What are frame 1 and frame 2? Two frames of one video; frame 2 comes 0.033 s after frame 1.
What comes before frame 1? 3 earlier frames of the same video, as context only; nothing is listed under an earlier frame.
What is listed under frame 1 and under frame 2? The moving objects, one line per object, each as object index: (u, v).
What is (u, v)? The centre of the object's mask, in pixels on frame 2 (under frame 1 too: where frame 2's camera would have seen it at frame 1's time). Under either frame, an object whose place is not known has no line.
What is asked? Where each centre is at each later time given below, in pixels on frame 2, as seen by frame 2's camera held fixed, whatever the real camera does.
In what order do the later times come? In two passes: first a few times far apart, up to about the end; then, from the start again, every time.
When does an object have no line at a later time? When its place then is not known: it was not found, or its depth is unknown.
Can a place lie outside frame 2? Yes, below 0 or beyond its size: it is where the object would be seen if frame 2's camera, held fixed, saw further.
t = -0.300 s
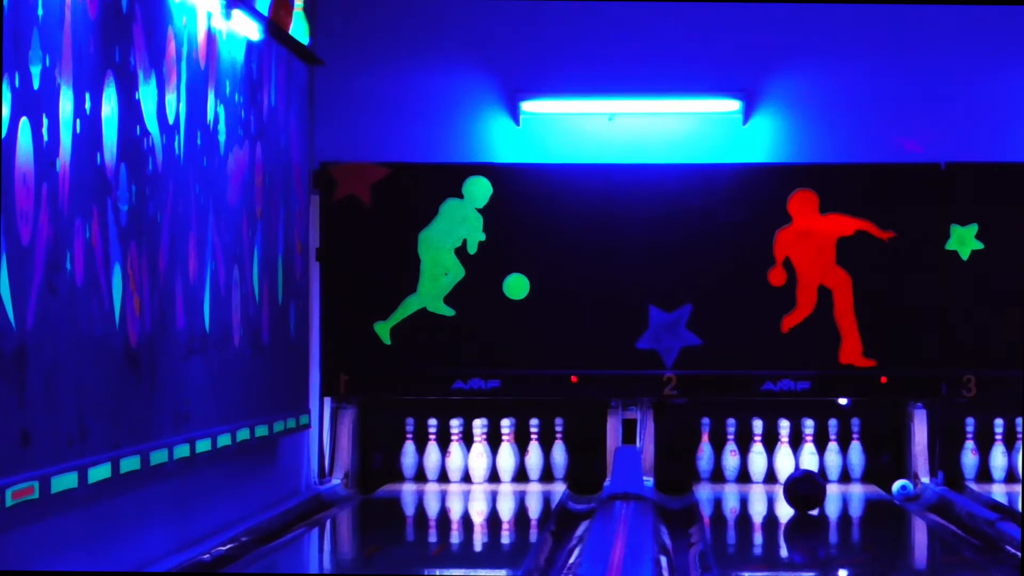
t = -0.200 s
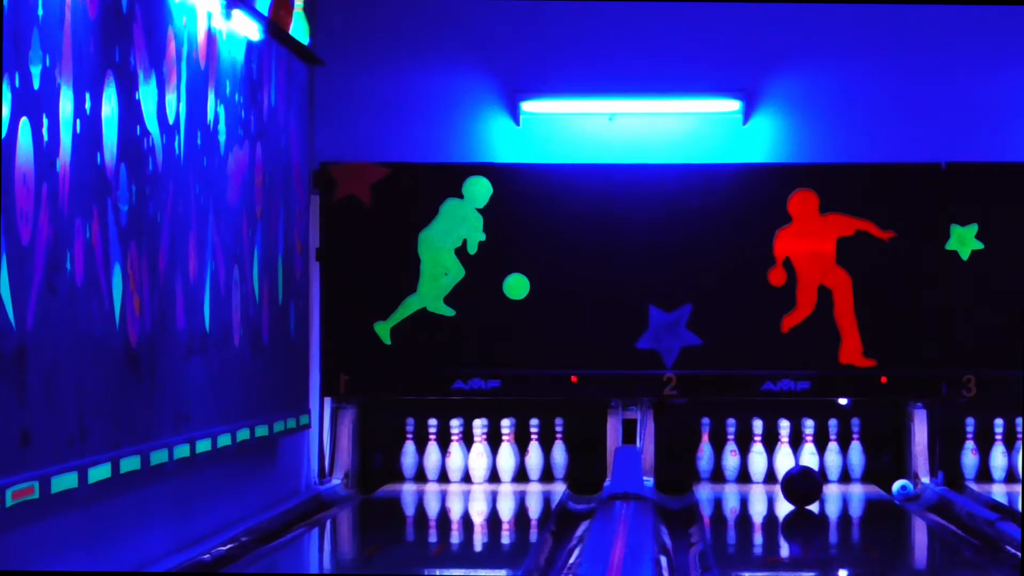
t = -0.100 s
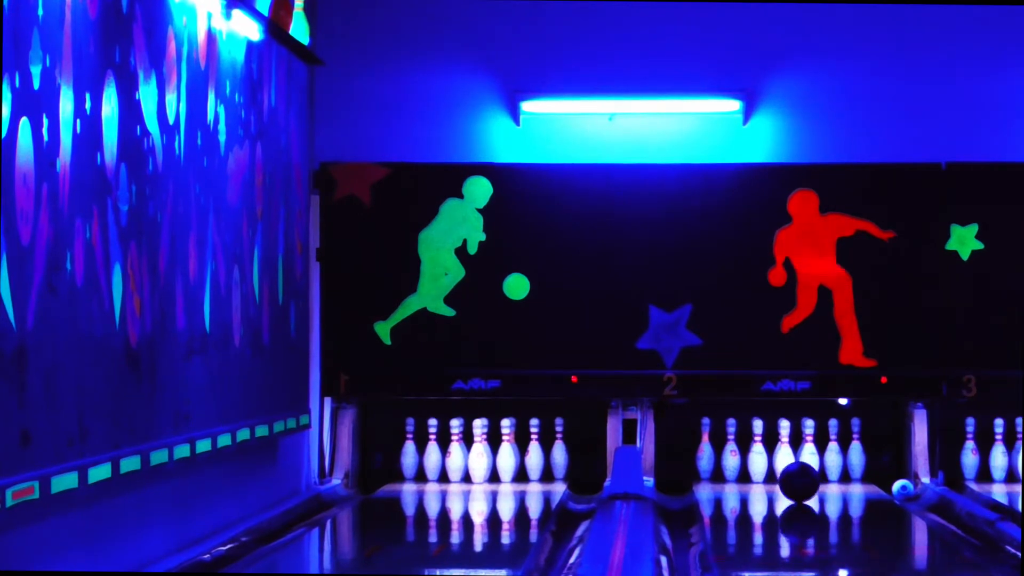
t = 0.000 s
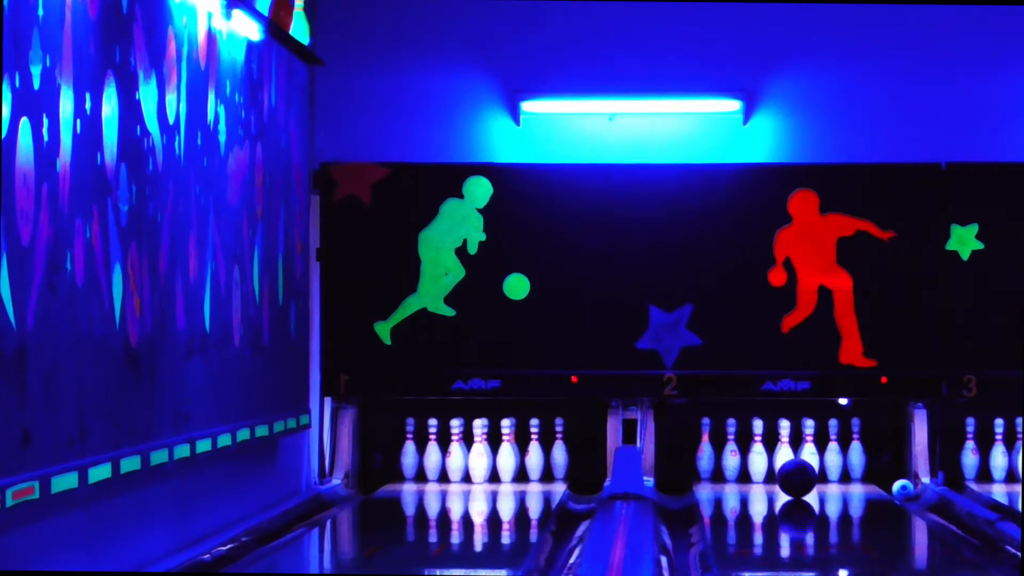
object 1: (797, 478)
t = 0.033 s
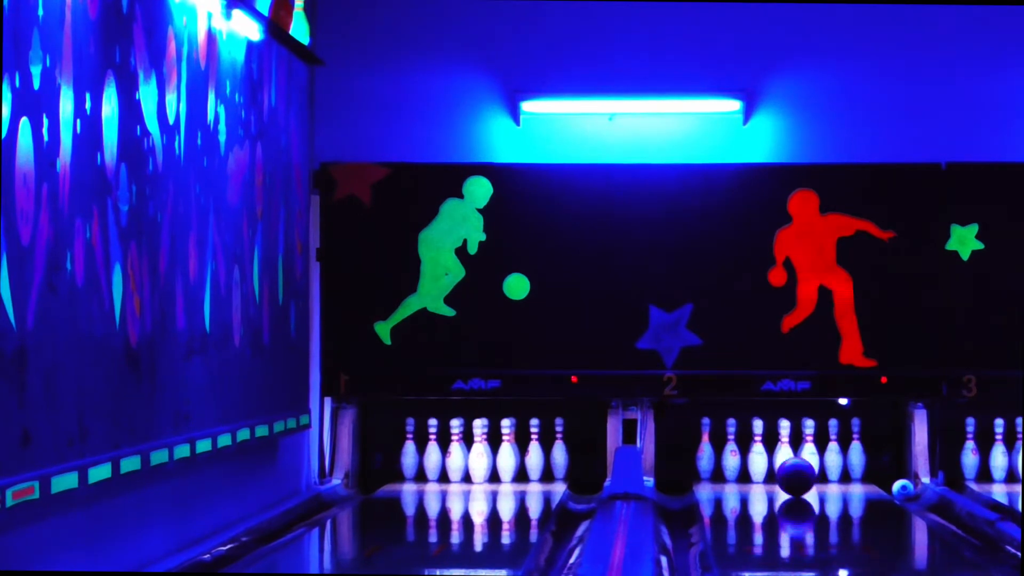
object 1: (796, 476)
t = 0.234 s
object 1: (792, 470)
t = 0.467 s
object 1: (793, 466)
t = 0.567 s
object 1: (797, 466)
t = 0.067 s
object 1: (795, 475)
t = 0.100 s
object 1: (795, 474)
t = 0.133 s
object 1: (794, 473)
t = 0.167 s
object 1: (793, 472)
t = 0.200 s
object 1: (793, 471)
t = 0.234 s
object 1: (792, 470)
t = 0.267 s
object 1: (791, 469)
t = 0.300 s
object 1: (791, 468)
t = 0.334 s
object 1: (792, 467)
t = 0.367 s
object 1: (793, 466)
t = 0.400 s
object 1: (794, 466)
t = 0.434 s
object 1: (793, 466)
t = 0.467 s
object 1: (793, 466)
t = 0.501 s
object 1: (794, 467)
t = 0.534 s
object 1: (795, 467)
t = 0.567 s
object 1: (797, 466)
